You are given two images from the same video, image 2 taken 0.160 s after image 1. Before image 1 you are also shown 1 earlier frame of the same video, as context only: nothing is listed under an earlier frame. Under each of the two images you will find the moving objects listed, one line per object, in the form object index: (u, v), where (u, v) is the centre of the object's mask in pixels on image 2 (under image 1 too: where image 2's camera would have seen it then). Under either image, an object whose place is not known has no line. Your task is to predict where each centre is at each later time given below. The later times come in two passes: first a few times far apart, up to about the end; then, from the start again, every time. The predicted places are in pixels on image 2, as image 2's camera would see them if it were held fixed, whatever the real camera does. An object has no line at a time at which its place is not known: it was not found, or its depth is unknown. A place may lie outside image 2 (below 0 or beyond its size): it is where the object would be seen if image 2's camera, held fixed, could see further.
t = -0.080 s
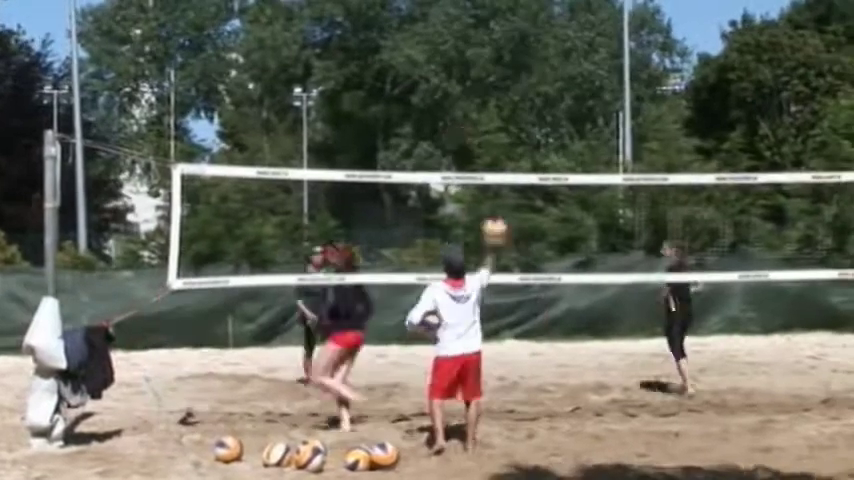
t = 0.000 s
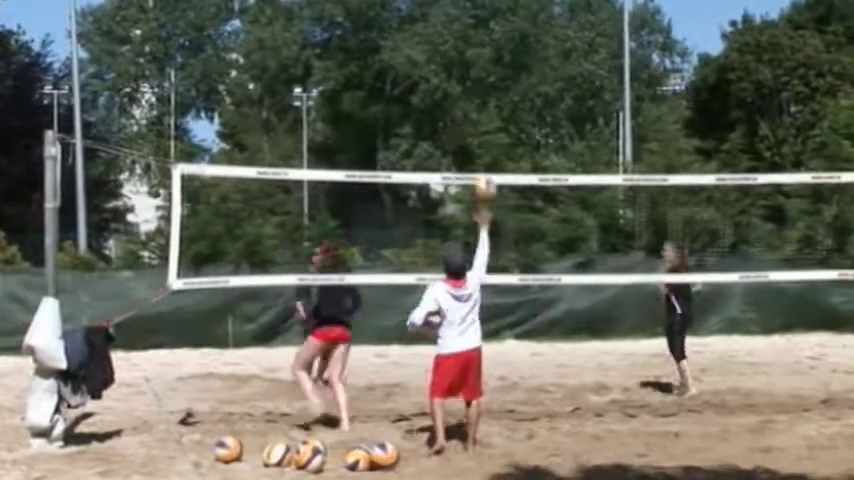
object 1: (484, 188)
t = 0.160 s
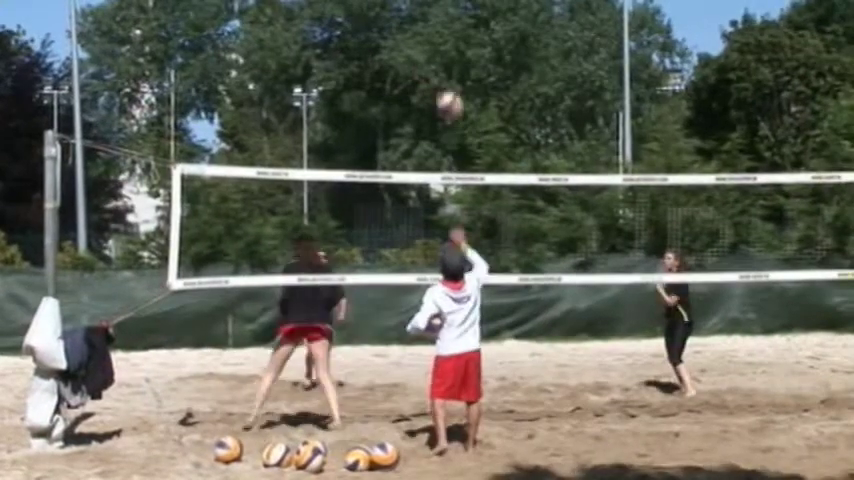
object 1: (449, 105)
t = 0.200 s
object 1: (441, 87)
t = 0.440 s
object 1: (399, 45)
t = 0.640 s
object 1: (365, 55)
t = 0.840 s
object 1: (338, 106)
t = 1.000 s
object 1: (318, 163)
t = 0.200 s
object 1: (441, 87)
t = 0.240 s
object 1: (434, 76)
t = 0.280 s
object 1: (426, 68)
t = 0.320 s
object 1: (419, 59)
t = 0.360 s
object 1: (411, 52)
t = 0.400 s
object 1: (406, 47)
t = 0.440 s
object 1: (399, 45)
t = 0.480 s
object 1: (392, 44)
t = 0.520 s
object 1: (384, 44)
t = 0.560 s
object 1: (378, 46)
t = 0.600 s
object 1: (372, 50)
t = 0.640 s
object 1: (365, 55)
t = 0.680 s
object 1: (361, 63)
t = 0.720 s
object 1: (354, 72)
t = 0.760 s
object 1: (348, 83)
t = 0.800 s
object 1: (344, 93)
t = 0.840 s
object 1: (338, 106)
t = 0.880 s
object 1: (333, 118)
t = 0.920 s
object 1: (327, 134)
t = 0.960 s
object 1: (322, 150)
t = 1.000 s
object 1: (318, 163)
